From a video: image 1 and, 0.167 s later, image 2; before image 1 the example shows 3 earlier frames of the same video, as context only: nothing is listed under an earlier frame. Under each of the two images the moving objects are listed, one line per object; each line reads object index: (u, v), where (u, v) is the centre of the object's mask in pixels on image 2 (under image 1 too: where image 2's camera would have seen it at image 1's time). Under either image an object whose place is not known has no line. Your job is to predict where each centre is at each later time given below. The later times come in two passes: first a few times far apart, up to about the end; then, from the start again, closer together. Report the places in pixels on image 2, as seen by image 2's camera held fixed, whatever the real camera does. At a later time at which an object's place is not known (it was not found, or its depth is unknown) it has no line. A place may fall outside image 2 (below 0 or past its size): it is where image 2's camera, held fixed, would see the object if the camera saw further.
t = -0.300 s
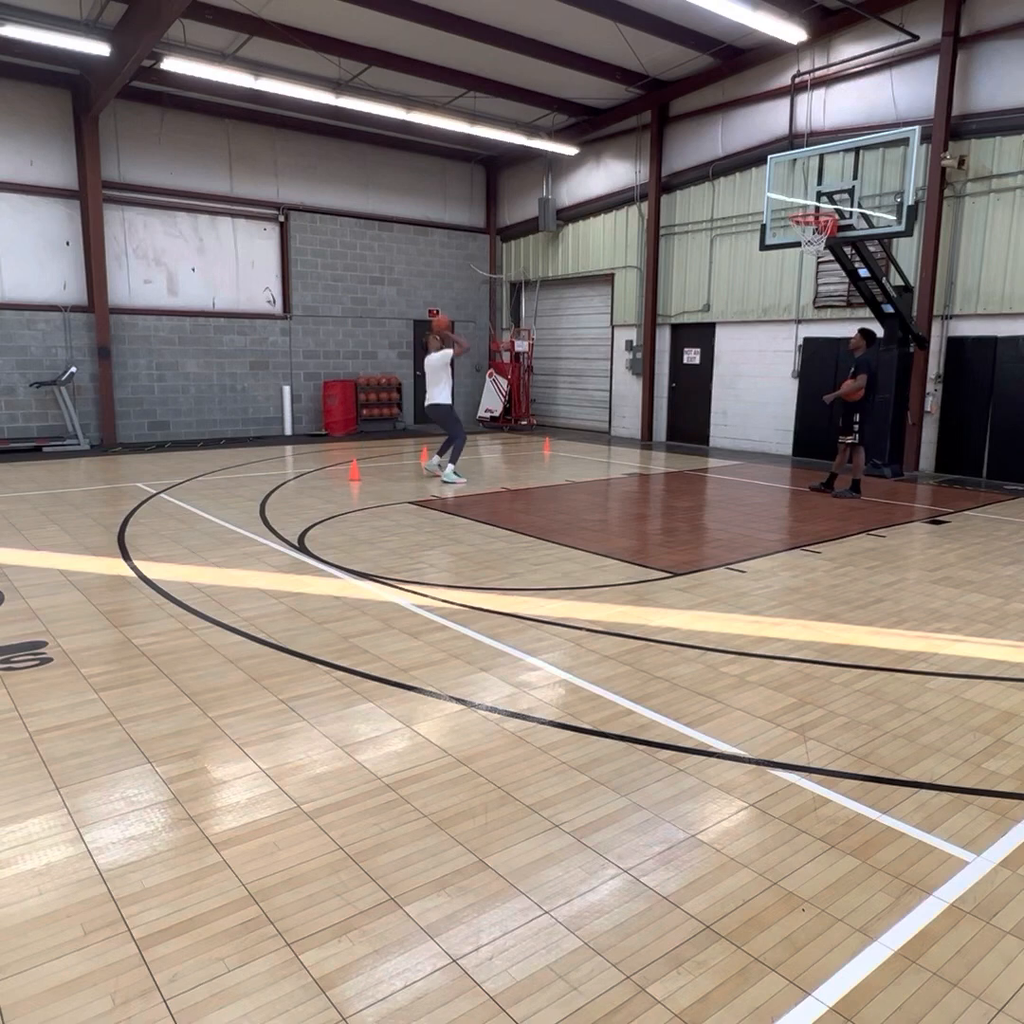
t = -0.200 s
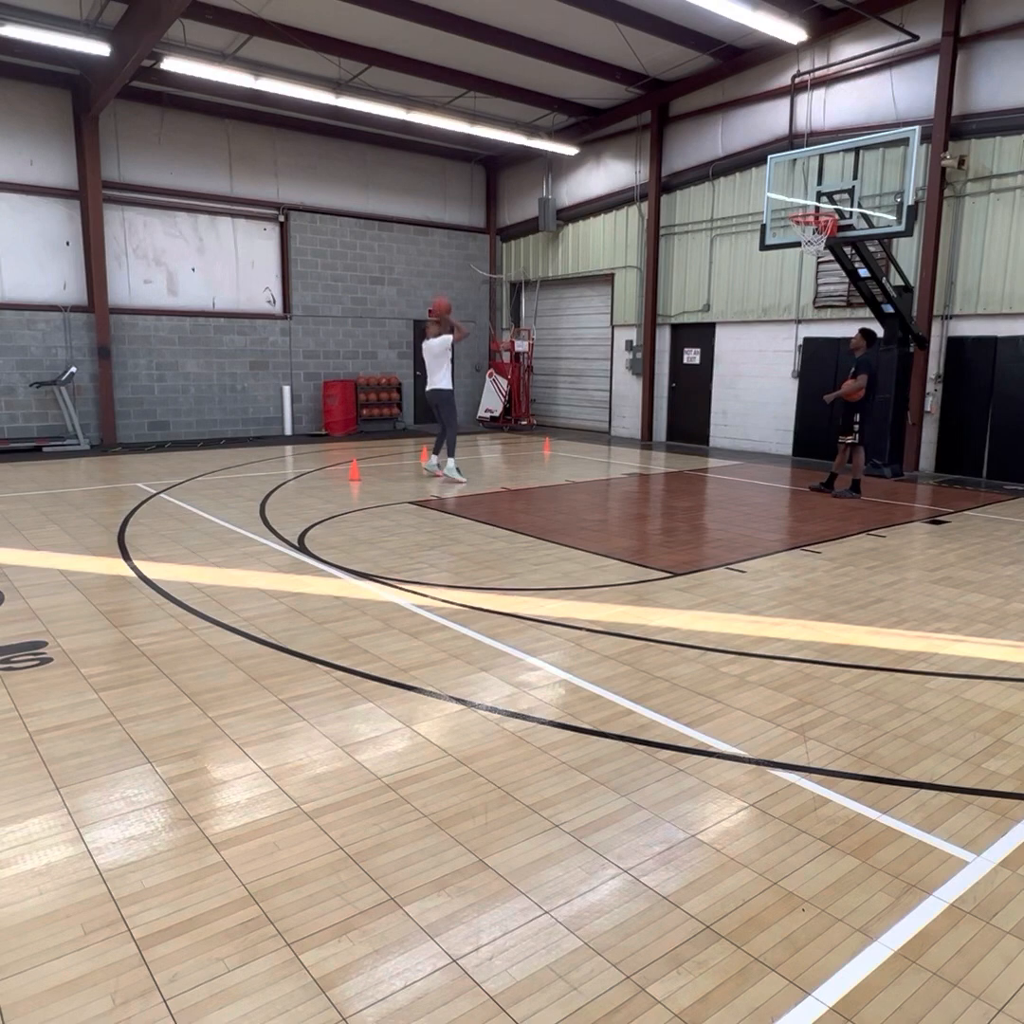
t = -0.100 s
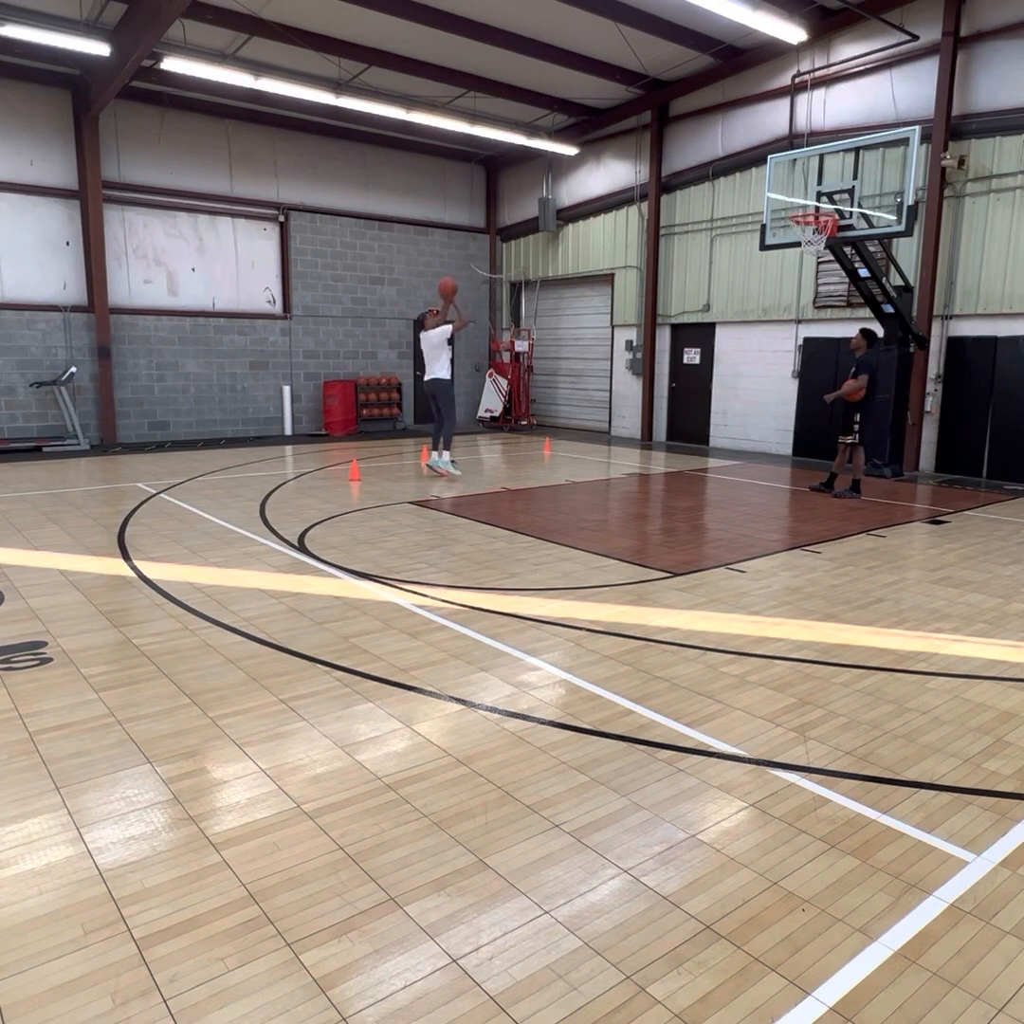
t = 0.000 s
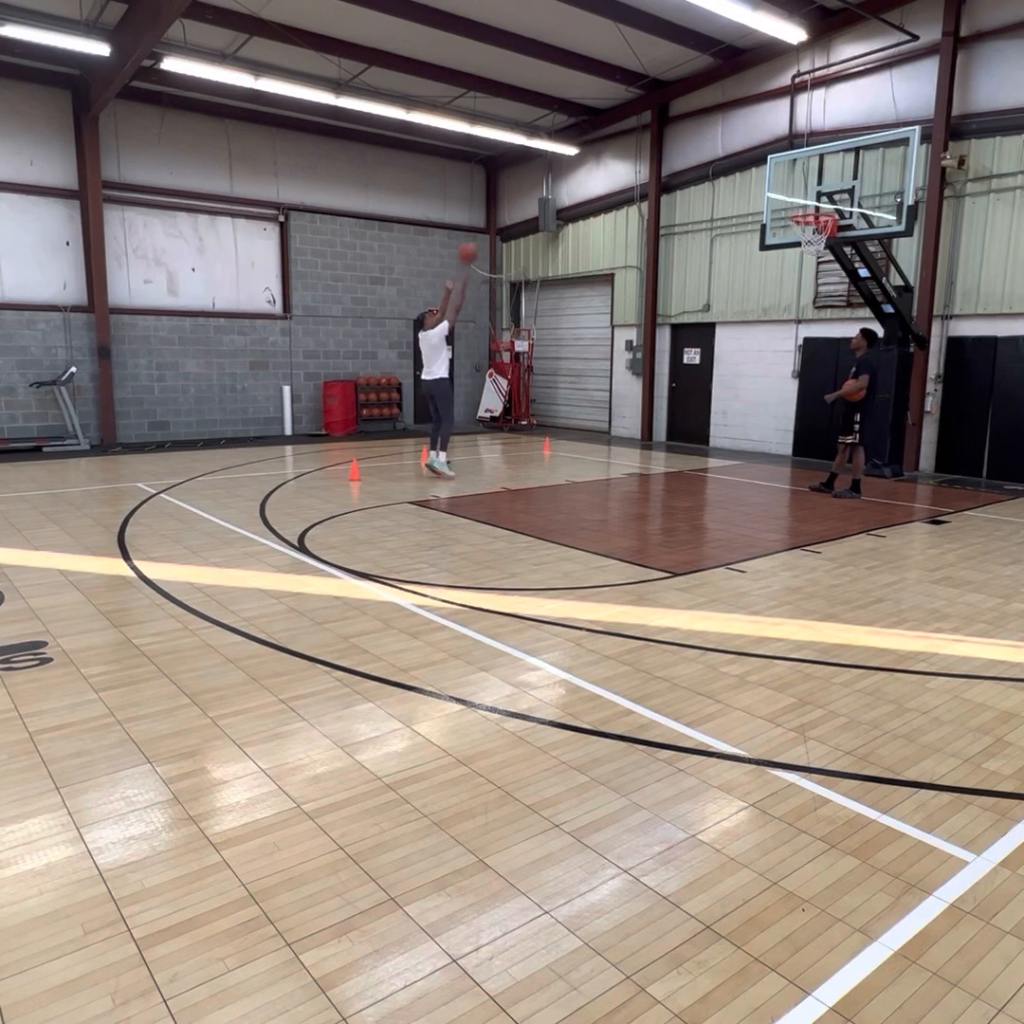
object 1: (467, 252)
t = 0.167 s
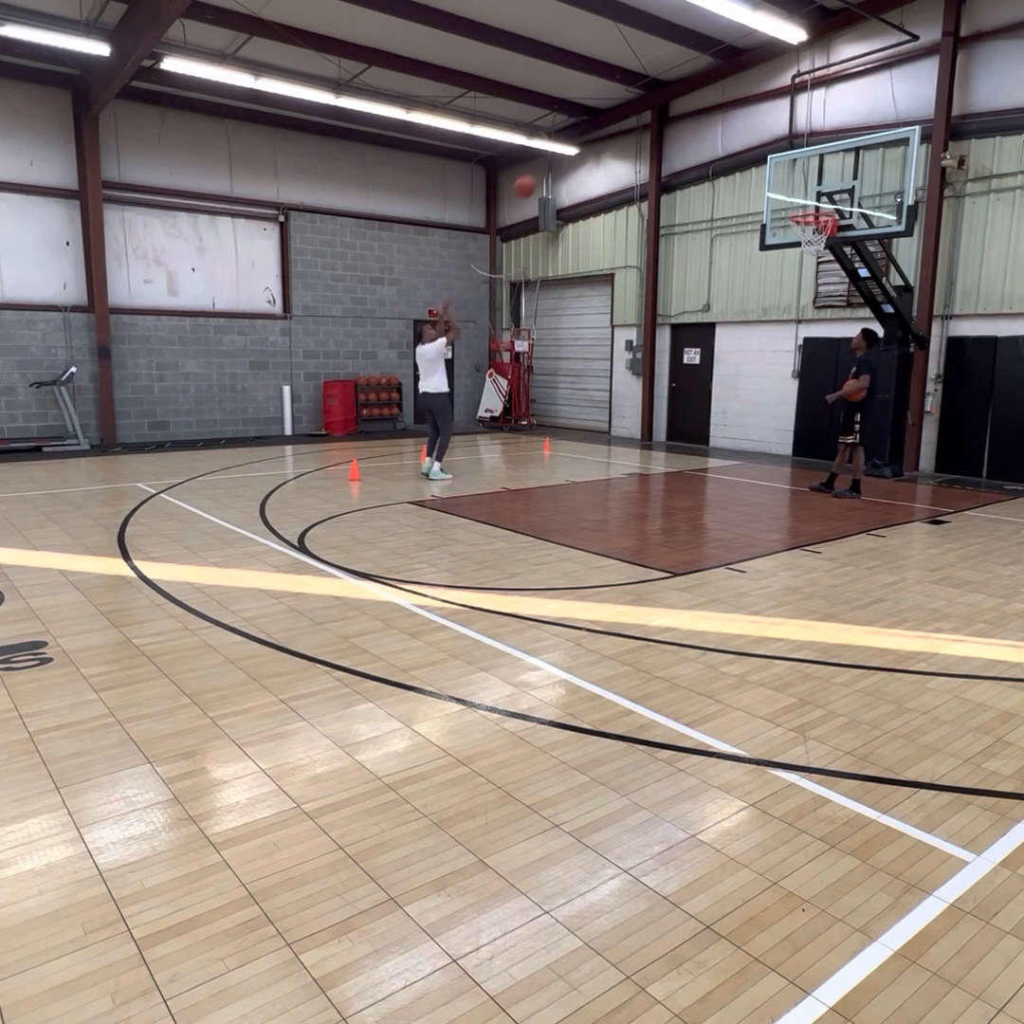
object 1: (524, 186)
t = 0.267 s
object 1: (557, 160)
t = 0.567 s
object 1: (664, 125)
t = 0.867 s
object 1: (766, 174)
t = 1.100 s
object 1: (826, 239)
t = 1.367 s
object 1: (825, 263)
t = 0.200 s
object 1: (535, 176)
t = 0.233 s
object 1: (547, 166)
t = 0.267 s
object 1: (557, 160)
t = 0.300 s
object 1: (572, 150)
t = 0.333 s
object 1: (584, 142)
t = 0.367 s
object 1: (594, 138)
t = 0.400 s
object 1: (606, 133)
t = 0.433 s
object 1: (617, 129)
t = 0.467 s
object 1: (629, 127)
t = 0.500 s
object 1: (640, 125)
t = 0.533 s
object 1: (652, 125)
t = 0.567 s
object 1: (664, 125)
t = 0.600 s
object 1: (675, 126)
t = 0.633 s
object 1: (687, 128)
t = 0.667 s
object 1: (698, 131)
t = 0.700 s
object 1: (709, 136)
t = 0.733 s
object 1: (721, 142)
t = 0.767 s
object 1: (733, 148)
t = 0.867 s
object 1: (766, 174)
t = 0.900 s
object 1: (777, 183)
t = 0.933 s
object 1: (788, 195)
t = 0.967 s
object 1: (798, 207)
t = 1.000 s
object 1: (805, 218)
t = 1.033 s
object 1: (813, 225)
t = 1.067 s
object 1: (824, 238)
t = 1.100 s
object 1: (826, 239)
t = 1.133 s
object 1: (826, 241)
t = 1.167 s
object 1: (826, 241)
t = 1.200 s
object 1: (827, 243)
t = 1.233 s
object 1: (827, 244)
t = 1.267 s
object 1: (826, 247)
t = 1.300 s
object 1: (826, 251)
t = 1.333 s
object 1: (825, 256)
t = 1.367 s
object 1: (825, 263)
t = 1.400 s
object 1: (825, 270)
